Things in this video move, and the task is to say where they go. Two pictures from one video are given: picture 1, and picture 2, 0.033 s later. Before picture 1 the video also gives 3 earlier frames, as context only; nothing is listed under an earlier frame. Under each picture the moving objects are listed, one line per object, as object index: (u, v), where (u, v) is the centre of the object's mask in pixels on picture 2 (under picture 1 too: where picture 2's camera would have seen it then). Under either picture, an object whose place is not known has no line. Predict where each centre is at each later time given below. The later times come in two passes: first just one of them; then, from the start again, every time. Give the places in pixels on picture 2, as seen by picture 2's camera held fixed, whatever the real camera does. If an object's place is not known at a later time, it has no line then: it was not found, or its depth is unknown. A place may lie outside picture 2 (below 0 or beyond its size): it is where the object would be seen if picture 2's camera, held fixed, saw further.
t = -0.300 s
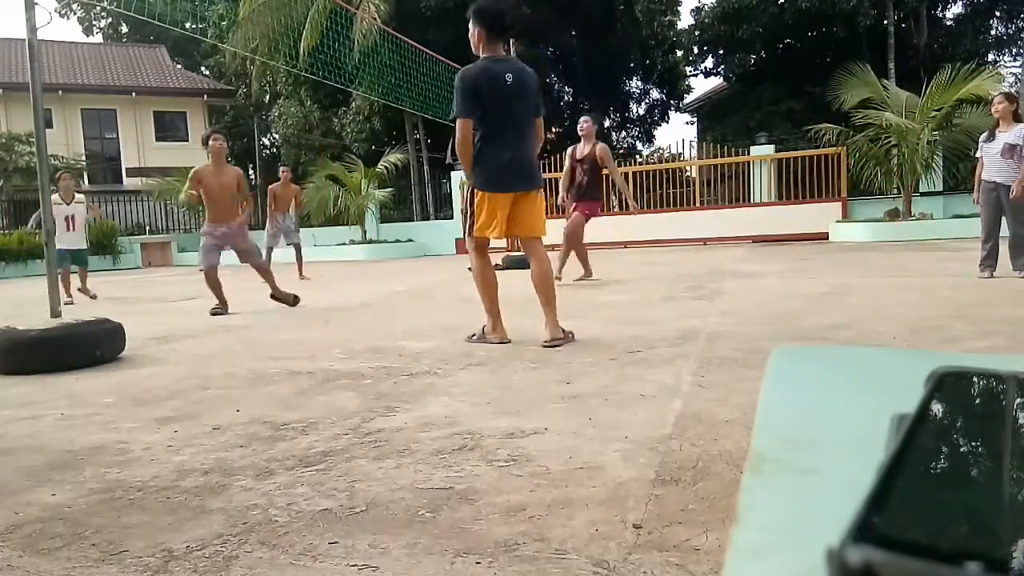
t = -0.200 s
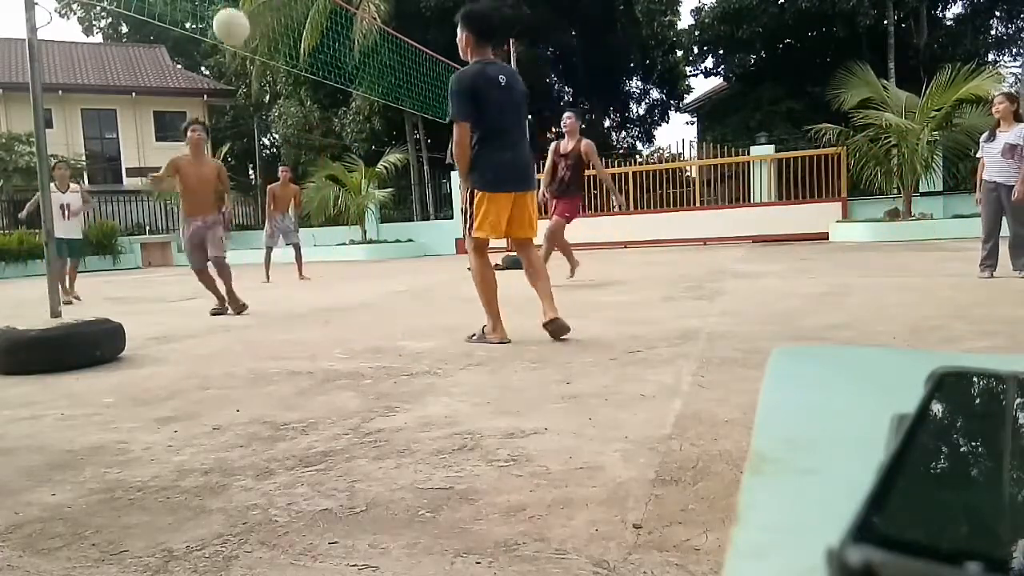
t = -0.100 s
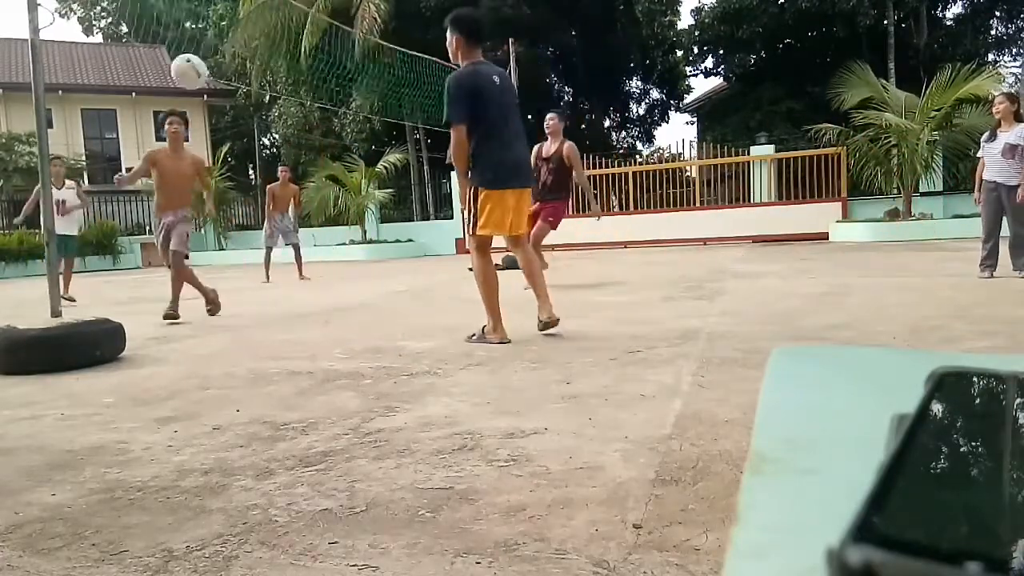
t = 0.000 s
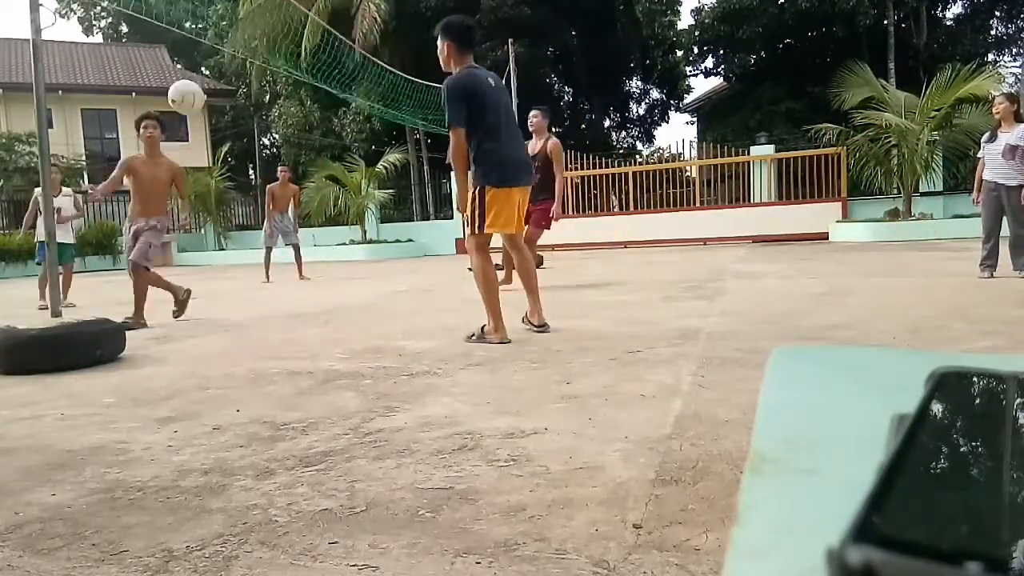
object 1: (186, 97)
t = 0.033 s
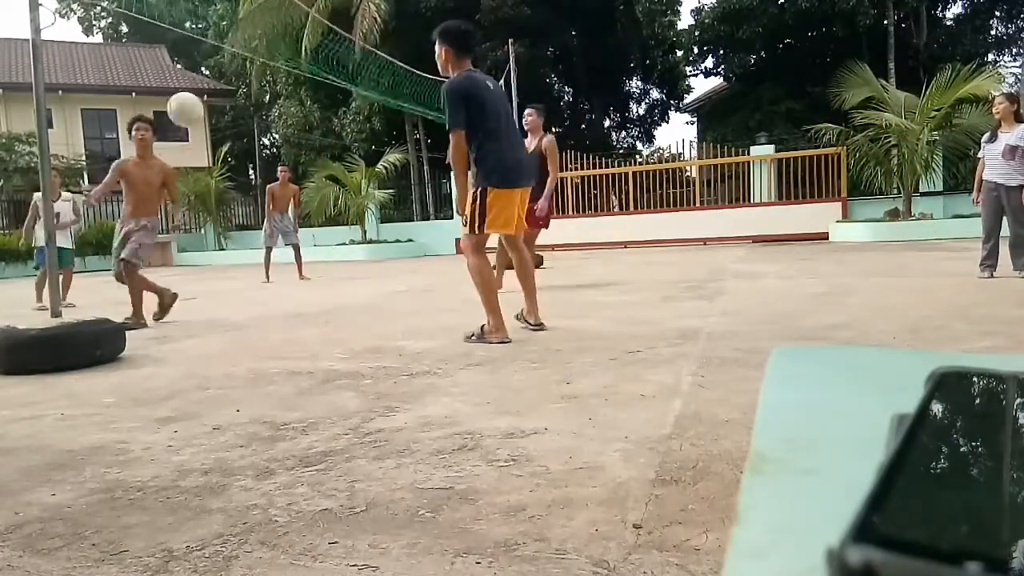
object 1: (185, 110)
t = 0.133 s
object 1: (183, 156)
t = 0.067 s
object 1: (185, 124)
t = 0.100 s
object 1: (184, 138)
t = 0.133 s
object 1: (183, 156)
